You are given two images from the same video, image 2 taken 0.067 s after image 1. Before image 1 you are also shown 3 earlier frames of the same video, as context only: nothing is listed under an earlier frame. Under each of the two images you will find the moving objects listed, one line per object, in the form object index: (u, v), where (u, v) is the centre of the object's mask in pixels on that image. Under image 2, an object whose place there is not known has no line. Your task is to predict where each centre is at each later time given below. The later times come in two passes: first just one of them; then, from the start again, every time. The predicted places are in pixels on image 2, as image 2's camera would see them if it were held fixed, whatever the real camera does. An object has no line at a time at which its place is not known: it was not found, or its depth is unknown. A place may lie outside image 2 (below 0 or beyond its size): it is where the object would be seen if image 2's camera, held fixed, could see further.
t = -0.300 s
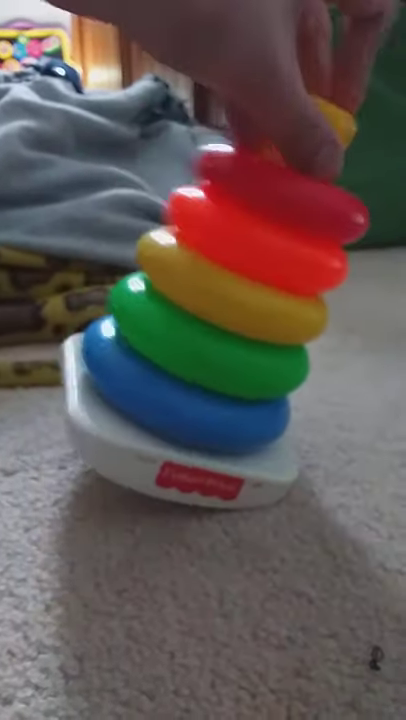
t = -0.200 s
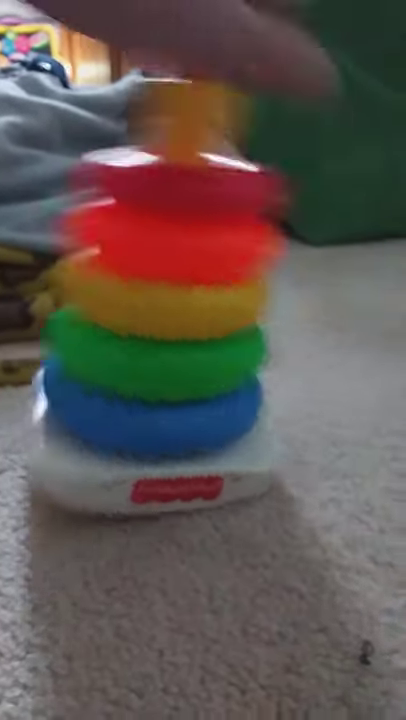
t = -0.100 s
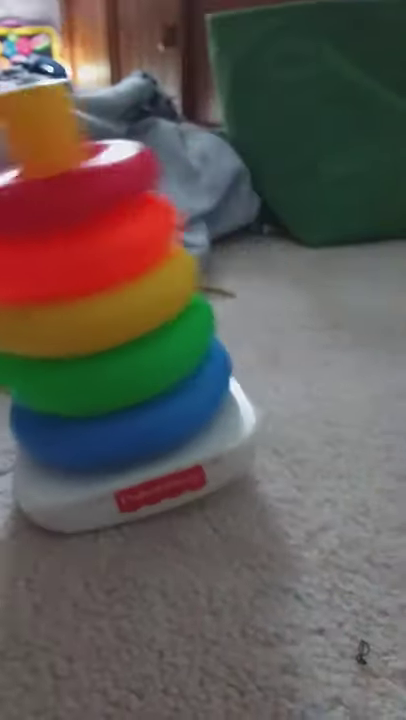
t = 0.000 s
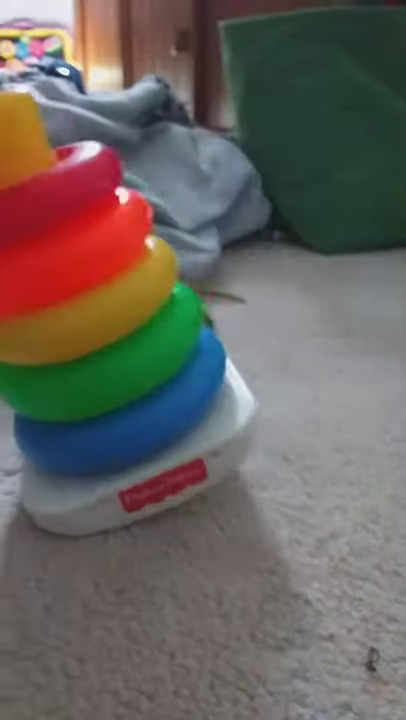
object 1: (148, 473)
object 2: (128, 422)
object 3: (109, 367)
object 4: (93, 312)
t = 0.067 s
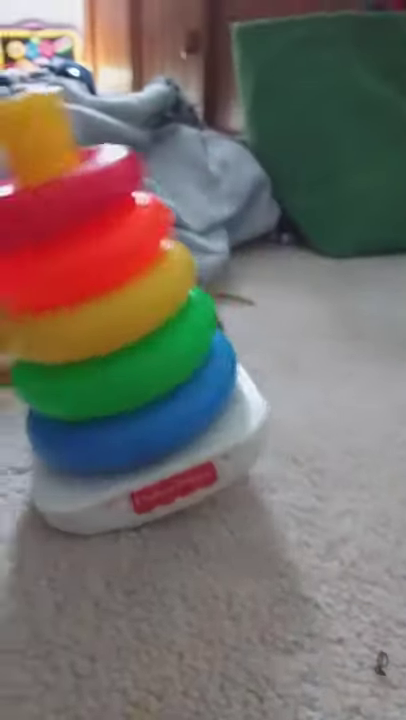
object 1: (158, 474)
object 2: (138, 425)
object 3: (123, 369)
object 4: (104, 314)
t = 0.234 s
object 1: (159, 482)
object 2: (151, 428)
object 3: (154, 371)
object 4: (153, 314)
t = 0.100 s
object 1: (158, 477)
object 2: (139, 427)
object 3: (127, 371)
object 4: (109, 316)
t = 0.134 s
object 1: (156, 479)
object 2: (142, 429)
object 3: (132, 373)
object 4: (117, 318)
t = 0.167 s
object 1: (157, 481)
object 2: (145, 430)
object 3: (138, 373)
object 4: (128, 316)
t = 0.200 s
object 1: (157, 482)
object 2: (148, 429)
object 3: (146, 373)
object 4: (140, 315)
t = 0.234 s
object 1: (159, 482)
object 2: (151, 428)
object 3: (154, 371)
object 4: (153, 314)
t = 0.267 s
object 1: (158, 480)
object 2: (156, 425)
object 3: (161, 369)
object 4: (167, 311)
